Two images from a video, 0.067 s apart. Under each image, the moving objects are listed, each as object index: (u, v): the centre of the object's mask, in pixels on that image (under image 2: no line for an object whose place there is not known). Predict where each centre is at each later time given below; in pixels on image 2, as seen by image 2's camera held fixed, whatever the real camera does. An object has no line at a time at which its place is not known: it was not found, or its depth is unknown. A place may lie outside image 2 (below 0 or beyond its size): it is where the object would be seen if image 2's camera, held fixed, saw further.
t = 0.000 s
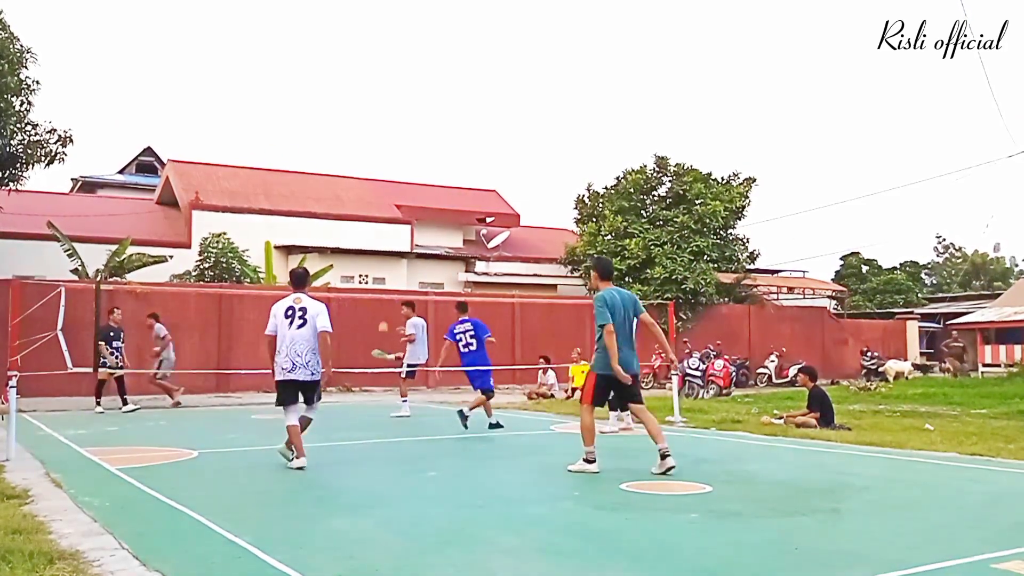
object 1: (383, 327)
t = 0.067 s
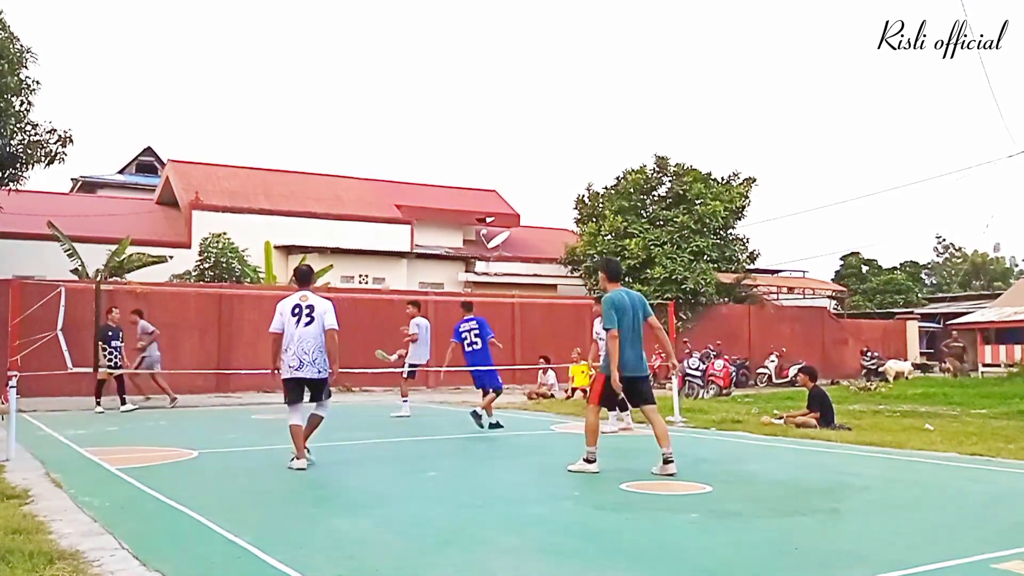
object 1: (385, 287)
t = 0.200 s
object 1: (390, 215)
